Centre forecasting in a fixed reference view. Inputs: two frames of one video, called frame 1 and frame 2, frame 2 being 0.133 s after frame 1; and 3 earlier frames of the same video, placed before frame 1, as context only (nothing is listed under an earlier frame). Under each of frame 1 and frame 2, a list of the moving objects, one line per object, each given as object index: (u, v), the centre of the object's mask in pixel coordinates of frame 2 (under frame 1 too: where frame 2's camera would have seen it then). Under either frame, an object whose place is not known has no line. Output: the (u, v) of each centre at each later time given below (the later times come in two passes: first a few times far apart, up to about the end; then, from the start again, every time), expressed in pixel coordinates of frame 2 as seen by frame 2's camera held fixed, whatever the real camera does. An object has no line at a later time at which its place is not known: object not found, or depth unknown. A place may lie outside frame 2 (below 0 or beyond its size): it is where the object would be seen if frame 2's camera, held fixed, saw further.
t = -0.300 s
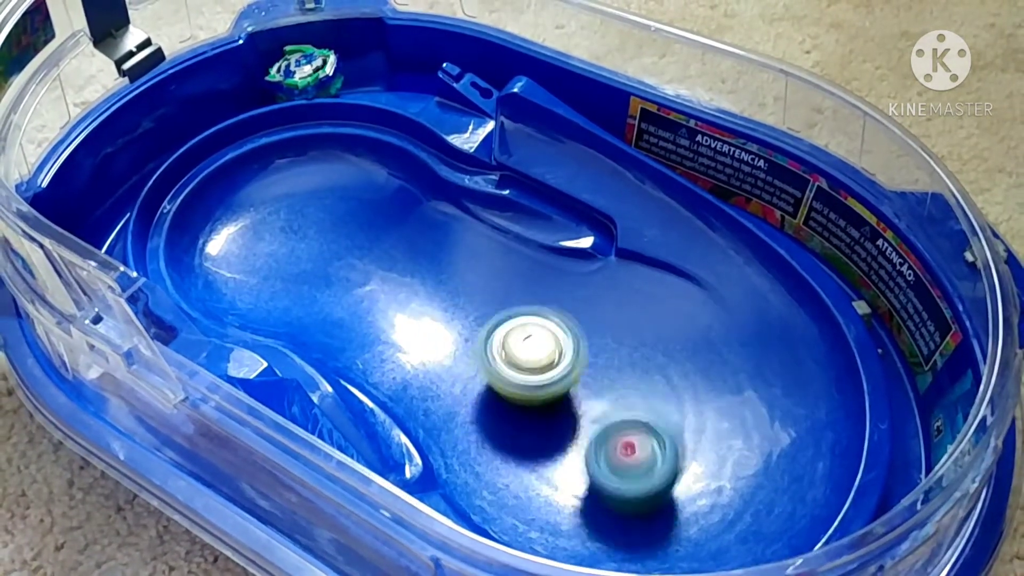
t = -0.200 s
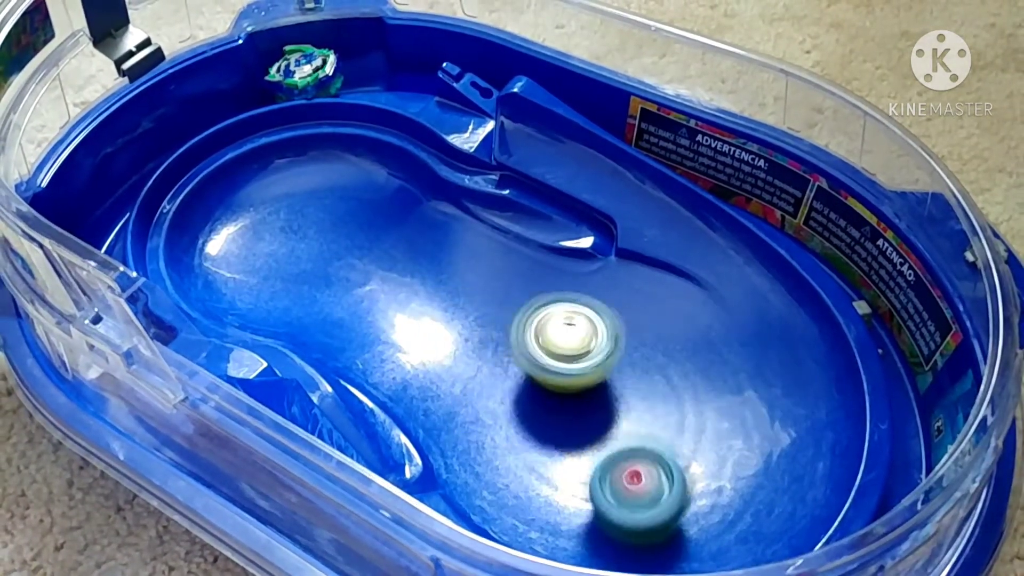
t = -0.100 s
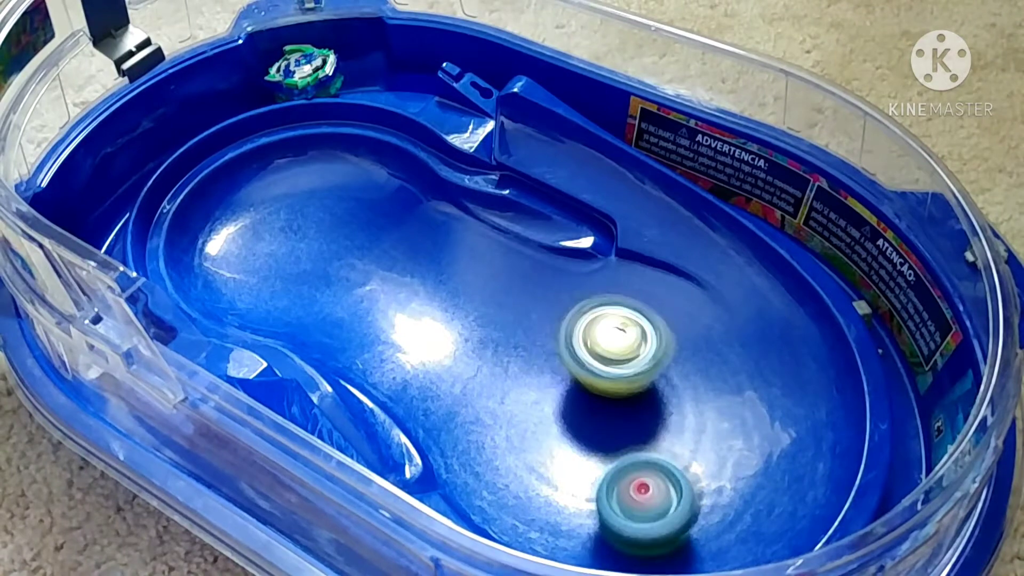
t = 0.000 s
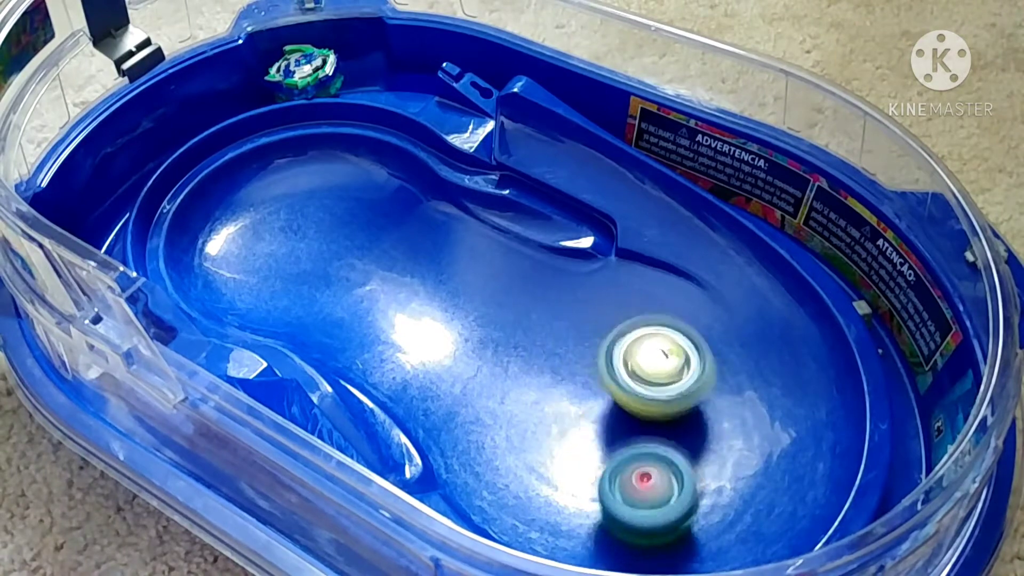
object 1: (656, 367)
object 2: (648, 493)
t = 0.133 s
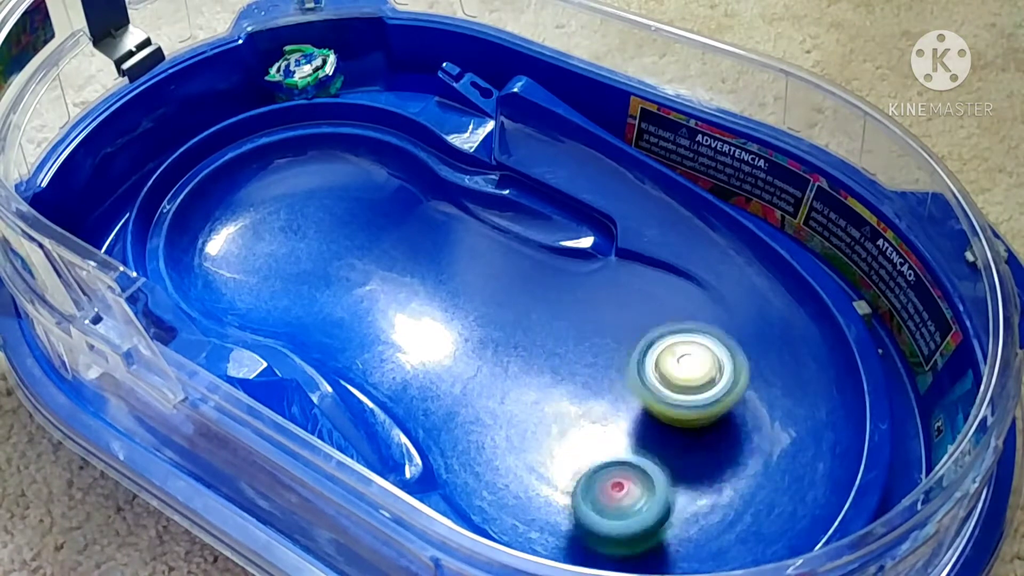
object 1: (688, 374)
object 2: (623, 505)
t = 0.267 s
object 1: (700, 386)
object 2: (593, 504)
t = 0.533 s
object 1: (663, 366)
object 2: (481, 467)
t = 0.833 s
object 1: (635, 320)
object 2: (535, 390)
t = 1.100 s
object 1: (746, 322)
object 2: (343, 387)
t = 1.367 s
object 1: (495, 440)
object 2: (610, 248)
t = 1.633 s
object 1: (442, 331)
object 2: (586, 221)
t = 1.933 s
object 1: (536, 347)
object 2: (716, 420)
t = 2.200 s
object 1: (634, 402)
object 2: (768, 534)
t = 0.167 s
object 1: (694, 375)
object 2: (614, 509)
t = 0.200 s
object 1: (699, 378)
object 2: (606, 510)
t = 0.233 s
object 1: (701, 382)
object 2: (599, 508)
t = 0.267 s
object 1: (700, 386)
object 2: (593, 504)
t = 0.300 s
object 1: (697, 390)
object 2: (588, 497)
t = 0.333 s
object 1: (691, 395)
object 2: (582, 488)
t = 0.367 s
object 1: (683, 398)
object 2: (576, 478)
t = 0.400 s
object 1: (671, 399)
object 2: (569, 467)
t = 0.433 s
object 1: (660, 399)
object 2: (560, 457)
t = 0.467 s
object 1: (664, 385)
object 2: (530, 462)
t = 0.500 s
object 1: (664, 374)
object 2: (504, 465)
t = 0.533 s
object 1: (663, 366)
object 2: (481, 467)
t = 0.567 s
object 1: (661, 357)
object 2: (466, 467)
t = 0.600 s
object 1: (659, 349)
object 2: (463, 464)
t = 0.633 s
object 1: (658, 343)
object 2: (467, 459)
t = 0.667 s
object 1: (656, 337)
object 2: (474, 448)
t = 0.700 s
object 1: (654, 333)
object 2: (484, 441)
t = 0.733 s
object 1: (651, 329)
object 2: (496, 430)
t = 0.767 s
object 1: (646, 325)
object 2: (509, 418)
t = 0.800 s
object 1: (641, 322)
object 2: (522, 406)
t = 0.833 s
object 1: (635, 320)
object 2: (535, 390)
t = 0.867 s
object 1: (629, 319)
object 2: (547, 378)
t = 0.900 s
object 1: (661, 299)
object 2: (518, 366)
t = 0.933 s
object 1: (700, 274)
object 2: (479, 347)
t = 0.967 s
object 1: (730, 261)
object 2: (438, 339)
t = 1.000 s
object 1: (750, 259)
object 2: (395, 344)
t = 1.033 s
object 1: (760, 270)
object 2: (355, 370)
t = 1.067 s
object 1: (760, 292)
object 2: (341, 383)
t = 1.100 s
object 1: (746, 322)
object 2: (343, 387)
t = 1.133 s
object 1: (724, 352)
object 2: (364, 393)
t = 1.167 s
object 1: (695, 378)
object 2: (392, 403)
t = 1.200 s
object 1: (658, 400)
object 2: (431, 403)
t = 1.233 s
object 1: (627, 416)
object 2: (476, 394)
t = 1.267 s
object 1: (594, 426)
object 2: (514, 357)
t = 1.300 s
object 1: (565, 429)
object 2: (552, 315)
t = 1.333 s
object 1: (528, 440)
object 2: (584, 281)
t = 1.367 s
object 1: (495, 440)
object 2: (610, 248)
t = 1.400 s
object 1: (467, 436)
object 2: (628, 213)
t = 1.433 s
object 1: (444, 428)
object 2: (641, 192)
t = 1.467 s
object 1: (428, 412)
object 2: (653, 186)
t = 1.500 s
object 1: (422, 395)
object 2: (657, 190)
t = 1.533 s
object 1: (423, 379)
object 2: (652, 209)
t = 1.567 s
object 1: (426, 364)
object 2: (644, 248)
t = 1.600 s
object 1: (433, 347)
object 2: (613, 209)
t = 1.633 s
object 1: (442, 331)
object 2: (586, 221)
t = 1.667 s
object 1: (454, 320)
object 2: (565, 245)
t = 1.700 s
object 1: (460, 315)
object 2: (551, 274)
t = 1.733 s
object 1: (463, 315)
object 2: (570, 276)
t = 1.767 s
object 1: (470, 318)
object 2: (599, 291)
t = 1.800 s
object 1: (481, 323)
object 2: (618, 306)
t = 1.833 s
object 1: (491, 327)
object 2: (641, 326)
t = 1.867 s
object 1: (506, 333)
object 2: (665, 356)
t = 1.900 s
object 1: (521, 341)
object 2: (691, 399)
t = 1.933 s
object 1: (536, 347)
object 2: (716, 420)
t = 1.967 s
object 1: (553, 355)
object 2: (735, 434)
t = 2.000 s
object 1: (572, 366)
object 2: (749, 448)
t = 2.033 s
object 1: (588, 376)
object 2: (762, 477)
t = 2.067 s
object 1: (599, 382)
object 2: (761, 482)
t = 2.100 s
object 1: (616, 393)
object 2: (741, 480)
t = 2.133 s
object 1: (631, 403)
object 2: (718, 482)
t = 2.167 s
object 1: (633, 403)
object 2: (760, 533)
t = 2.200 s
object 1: (634, 402)
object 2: (768, 534)
